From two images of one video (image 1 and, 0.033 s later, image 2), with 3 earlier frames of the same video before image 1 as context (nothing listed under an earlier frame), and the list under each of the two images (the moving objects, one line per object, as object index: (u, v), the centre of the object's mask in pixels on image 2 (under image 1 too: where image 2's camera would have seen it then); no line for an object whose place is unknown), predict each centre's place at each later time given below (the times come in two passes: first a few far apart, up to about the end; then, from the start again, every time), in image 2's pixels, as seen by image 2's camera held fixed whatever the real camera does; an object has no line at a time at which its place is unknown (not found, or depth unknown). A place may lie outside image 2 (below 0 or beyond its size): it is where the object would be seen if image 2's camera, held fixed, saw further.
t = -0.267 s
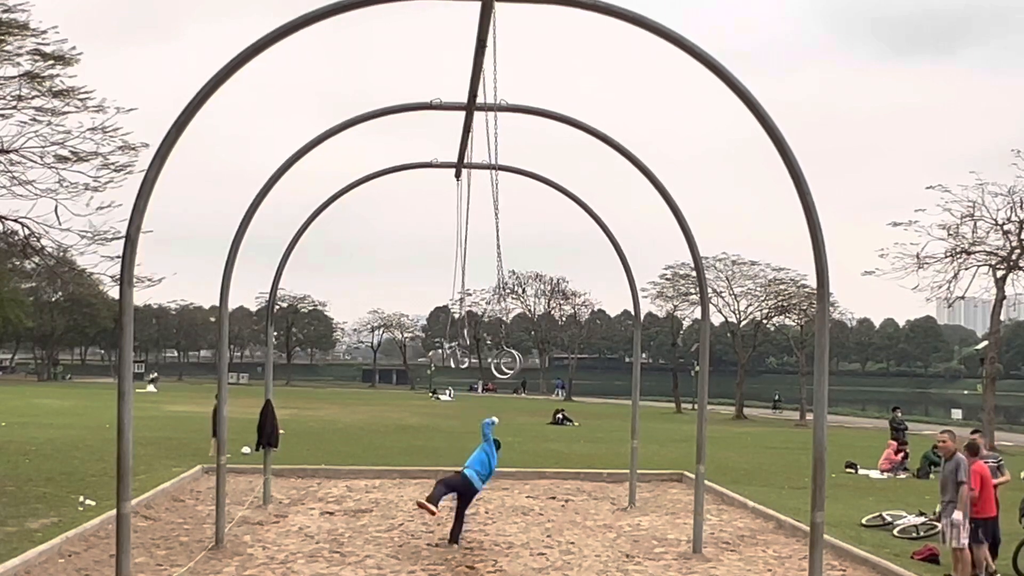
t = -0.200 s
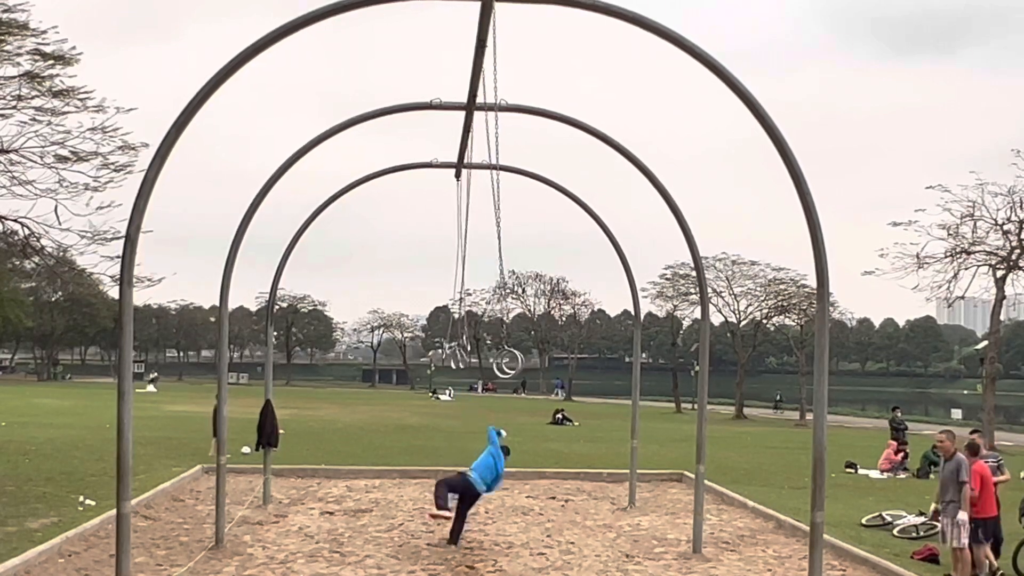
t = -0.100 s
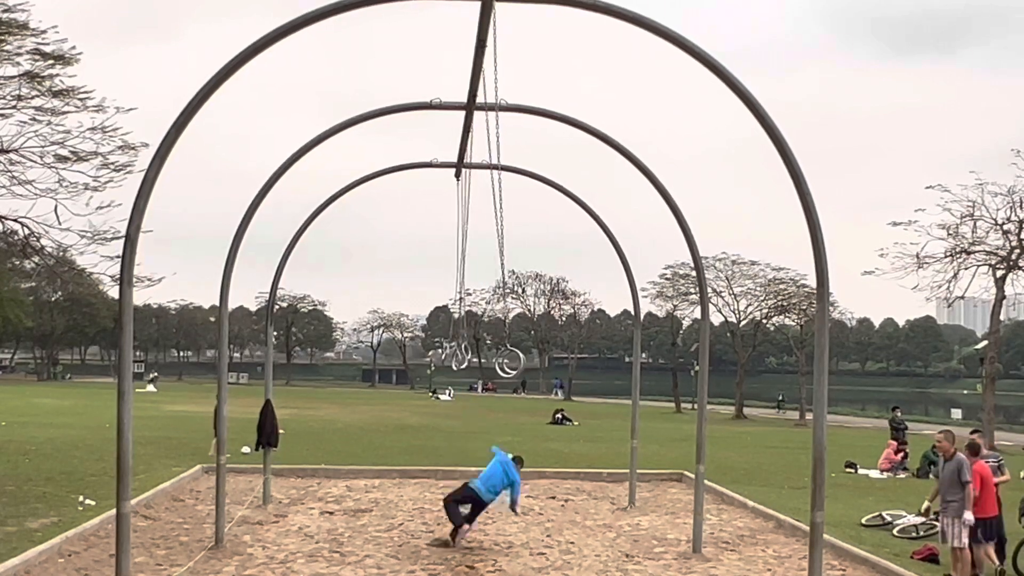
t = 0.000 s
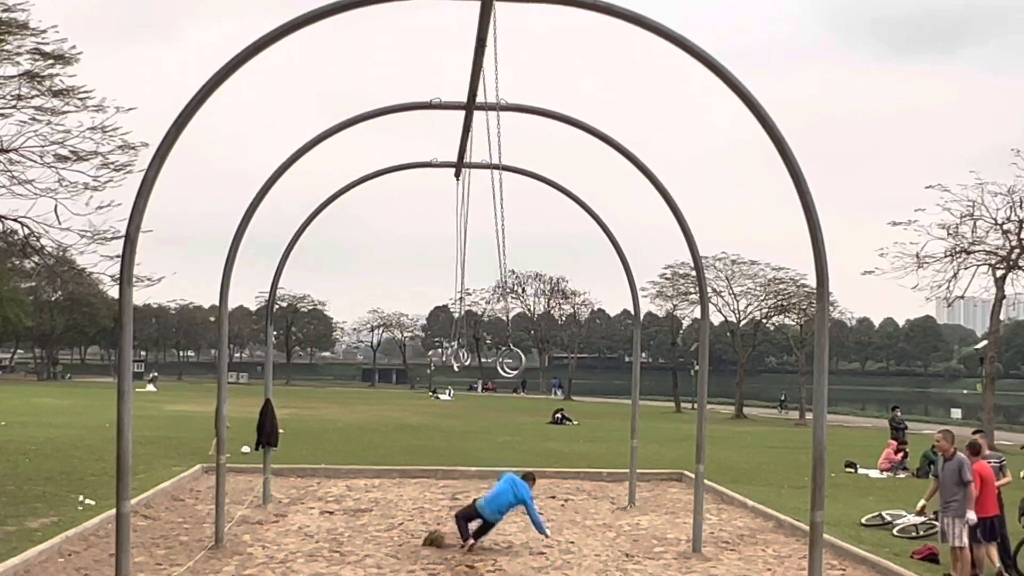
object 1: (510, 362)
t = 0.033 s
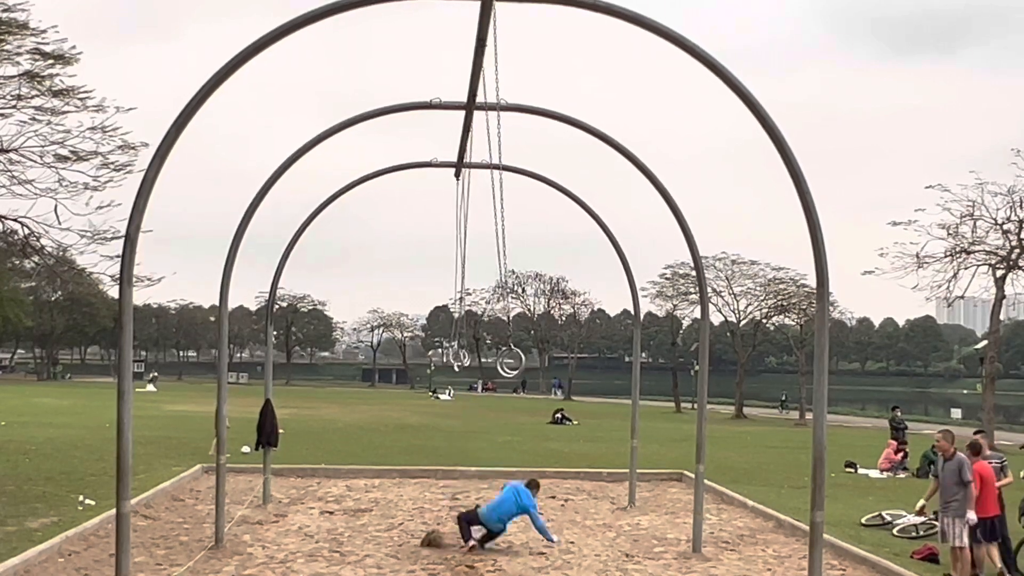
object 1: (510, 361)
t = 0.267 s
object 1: (509, 362)
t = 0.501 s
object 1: (500, 364)
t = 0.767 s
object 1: (483, 364)
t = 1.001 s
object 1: (471, 363)
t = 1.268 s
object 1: (462, 361)
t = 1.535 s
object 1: (450, 360)
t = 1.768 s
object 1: (455, 361)
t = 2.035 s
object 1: (465, 371)
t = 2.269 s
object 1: (475, 365)
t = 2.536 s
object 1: (489, 365)
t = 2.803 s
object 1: (501, 363)
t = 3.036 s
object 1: (508, 362)
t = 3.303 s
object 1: (510, 362)
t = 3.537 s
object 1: (506, 363)
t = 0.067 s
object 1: (510, 361)
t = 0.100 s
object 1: (510, 362)
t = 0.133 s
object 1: (510, 362)
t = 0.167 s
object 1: (510, 362)
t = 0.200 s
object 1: (510, 362)
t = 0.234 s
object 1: (509, 362)
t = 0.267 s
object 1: (509, 362)
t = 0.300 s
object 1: (508, 362)
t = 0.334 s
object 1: (506, 363)
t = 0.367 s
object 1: (505, 362)
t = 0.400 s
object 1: (503, 363)
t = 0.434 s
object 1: (502, 363)
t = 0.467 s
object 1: (503, 364)
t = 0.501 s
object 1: (500, 364)
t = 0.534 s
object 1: (498, 364)
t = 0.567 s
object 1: (495, 364)
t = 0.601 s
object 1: (494, 363)
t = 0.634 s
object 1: (493, 364)
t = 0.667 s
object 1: (490, 364)
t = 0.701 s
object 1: (488, 364)
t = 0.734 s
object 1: (486, 364)
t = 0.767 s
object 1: (483, 364)
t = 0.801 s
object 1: (488, 366)
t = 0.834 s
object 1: (485, 365)
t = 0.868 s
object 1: (478, 363)
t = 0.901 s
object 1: (476, 363)
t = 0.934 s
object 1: (476, 363)
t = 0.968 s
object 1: (473, 363)
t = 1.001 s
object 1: (471, 363)
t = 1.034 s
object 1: (469, 362)
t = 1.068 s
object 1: (469, 363)
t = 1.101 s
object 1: (462, 361)
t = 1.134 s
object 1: (466, 363)
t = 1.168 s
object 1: (467, 364)
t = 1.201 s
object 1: (468, 363)
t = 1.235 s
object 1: (466, 362)
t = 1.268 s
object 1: (462, 361)
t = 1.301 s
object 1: (452, 361)
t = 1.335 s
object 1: (453, 359)
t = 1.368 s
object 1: (452, 361)
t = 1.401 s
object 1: (458, 362)
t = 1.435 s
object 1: (455, 362)
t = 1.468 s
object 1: (443, 362)
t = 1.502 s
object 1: (449, 361)
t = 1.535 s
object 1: (450, 360)
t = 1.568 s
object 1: (450, 361)
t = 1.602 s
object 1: (460, 361)
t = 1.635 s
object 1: (460, 361)
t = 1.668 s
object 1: (459, 361)
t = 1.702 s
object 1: (456, 361)
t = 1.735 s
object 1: (455, 361)
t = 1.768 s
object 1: (455, 361)
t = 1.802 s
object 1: (456, 361)
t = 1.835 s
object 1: (464, 364)
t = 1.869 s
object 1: (463, 363)
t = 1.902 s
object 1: (464, 363)
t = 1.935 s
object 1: (465, 363)
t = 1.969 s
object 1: (463, 363)
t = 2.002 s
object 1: (464, 363)
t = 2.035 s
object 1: (465, 371)
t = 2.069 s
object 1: (467, 363)
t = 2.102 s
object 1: (469, 364)
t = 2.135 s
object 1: (470, 364)
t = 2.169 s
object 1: (471, 364)
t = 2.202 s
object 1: (473, 365)
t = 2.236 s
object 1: (474, 365)
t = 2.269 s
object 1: (475, 365)
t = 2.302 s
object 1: (478, 365)
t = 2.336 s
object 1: (478, 365)
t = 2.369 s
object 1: (480, 366)
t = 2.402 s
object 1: (484, 366)
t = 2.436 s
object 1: (483, 366)
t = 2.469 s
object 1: (485, 365)
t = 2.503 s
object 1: (487, 365)
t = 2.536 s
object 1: (489, 365)
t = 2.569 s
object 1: (491, 364)
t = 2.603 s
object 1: (492, 364)
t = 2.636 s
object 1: (494, 364)
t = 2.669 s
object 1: (496, 364)
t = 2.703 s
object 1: (497, 363)
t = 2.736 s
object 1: (499, 363)
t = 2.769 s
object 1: (500, 363)
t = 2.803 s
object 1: (501, 363)
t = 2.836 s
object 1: (503, 363)
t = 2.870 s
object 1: (504, 363)
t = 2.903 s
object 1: (505, 363)
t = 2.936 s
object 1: (506, 362)
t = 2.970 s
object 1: (507, 362)
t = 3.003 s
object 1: (508, 362)
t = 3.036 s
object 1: (508, 362)
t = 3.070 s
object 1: (509, 362)
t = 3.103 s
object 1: (510, 362)
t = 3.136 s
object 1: (510, 362)
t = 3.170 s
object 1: (510, 362)
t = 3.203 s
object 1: (510, 362)
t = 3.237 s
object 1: (510, 362)
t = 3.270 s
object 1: (510, 362)
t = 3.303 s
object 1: (510, 362)
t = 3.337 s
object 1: (510, 362)
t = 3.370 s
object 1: (509, 362)
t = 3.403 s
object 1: (509, 362)
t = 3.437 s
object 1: (509, 362)
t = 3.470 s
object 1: (508, 363)
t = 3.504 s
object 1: (508, 363)
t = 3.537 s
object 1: (506, 363)
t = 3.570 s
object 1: (504, 363)
